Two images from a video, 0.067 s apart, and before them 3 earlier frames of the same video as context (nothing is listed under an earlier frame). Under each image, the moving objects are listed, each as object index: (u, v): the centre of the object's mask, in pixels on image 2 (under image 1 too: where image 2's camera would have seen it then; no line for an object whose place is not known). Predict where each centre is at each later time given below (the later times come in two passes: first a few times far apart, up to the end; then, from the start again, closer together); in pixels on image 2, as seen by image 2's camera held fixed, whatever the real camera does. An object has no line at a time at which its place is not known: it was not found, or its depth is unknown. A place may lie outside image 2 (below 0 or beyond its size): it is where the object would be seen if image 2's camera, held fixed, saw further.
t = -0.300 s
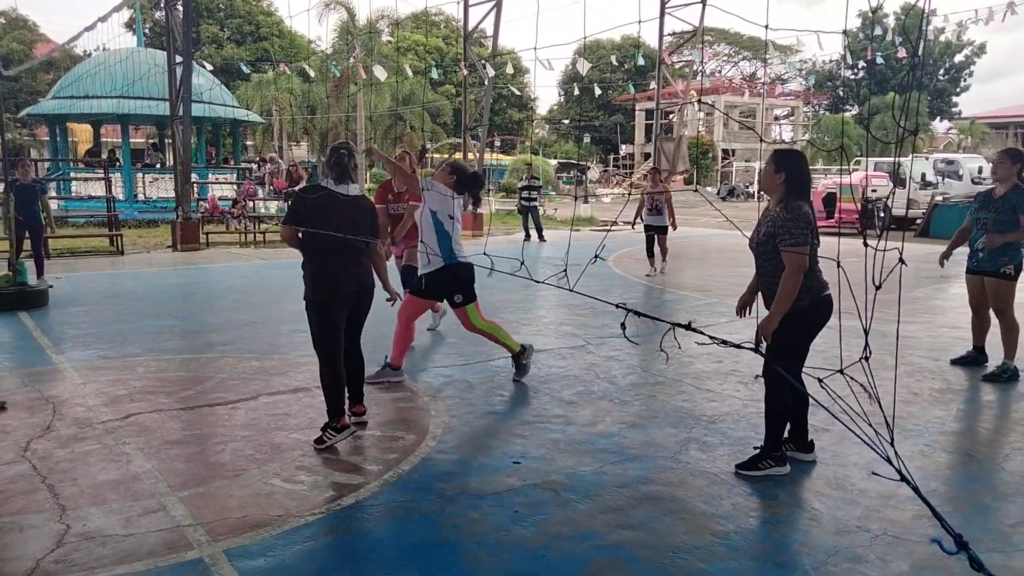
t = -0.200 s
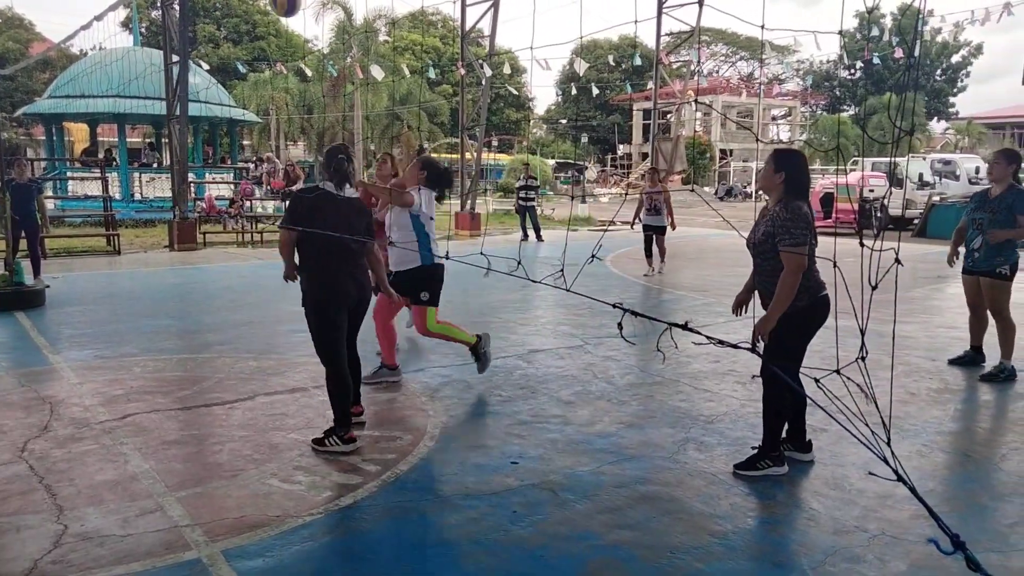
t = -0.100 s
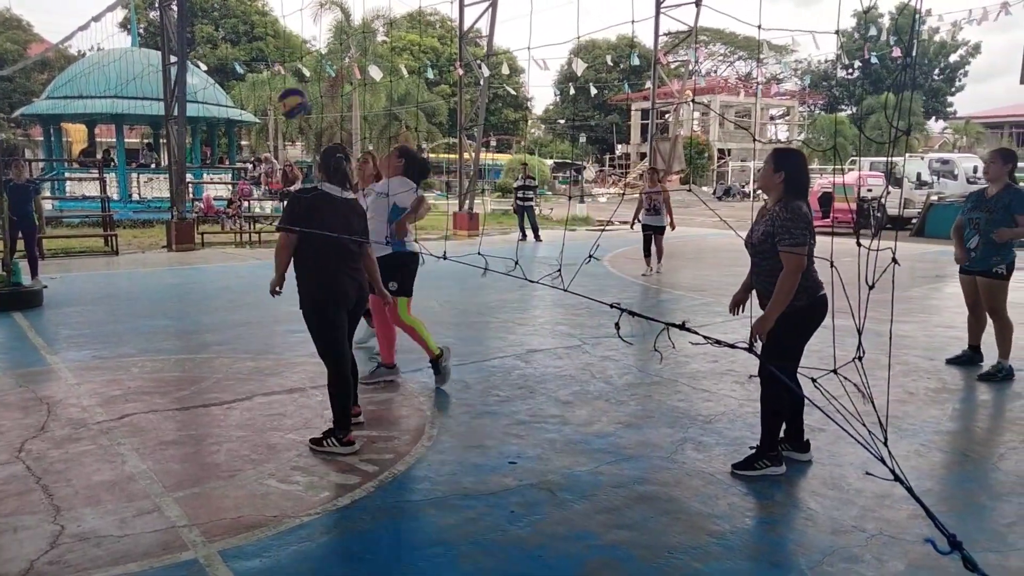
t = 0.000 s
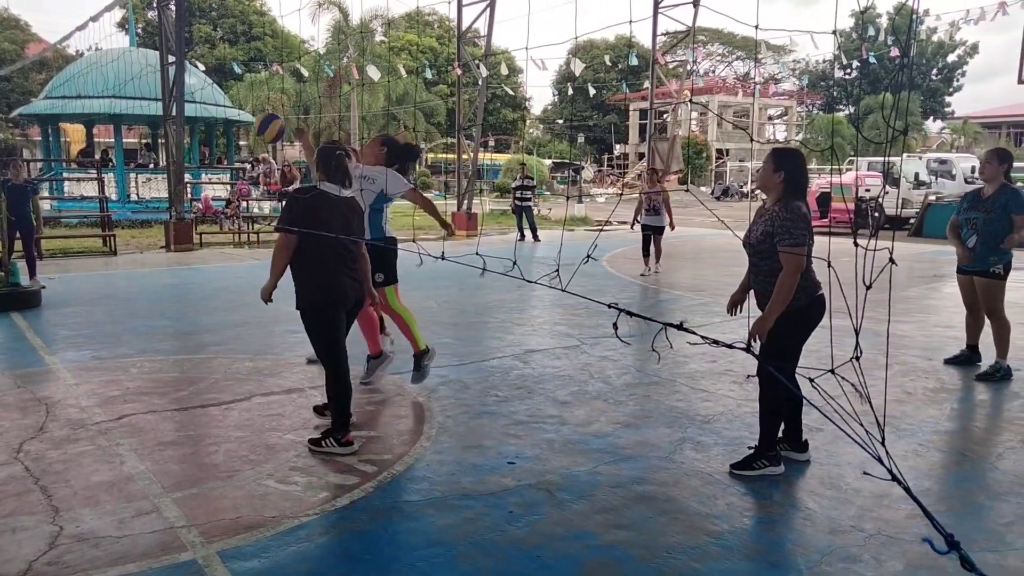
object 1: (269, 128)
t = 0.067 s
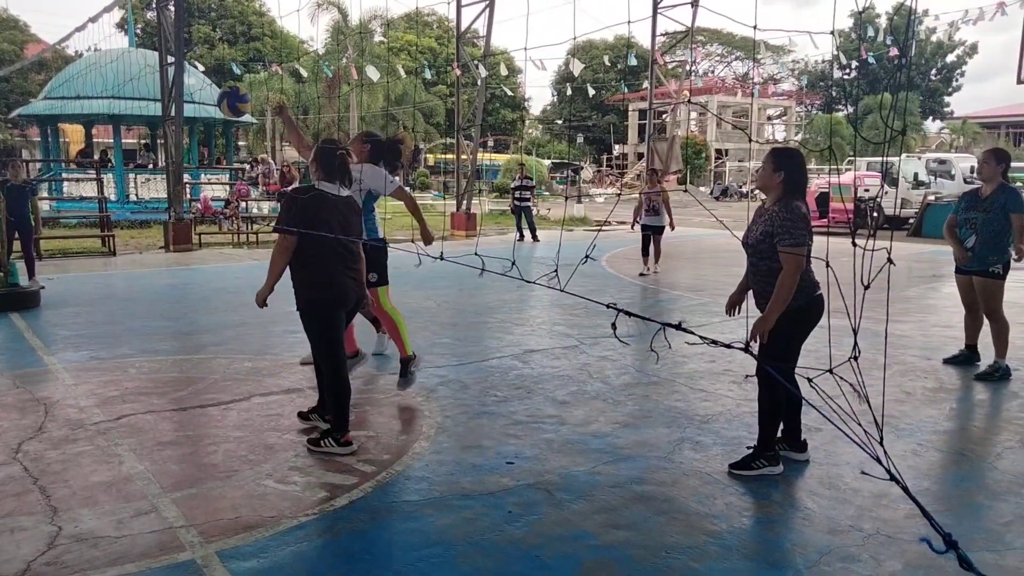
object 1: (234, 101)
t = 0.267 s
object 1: (122, 56)
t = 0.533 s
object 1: (18, 89)
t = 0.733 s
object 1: (25, 165)
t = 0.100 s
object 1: (217, 89)
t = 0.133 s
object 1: (198, 79)
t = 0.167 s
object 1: (179, 70)
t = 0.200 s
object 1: (161, 64)
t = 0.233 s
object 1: (141, 59)
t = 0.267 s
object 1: (122, 56)
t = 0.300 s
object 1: (102, 54)
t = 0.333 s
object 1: (82, 54)
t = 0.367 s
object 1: (61, 57)
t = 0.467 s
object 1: (23, 72)
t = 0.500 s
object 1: (20, 81)
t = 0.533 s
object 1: (18, 89)
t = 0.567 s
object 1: (17, 100)
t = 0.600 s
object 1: (17, 111)
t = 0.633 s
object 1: (19, 124)
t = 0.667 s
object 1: (20, 136)
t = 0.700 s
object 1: (22, 149)
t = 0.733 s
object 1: (25, 165)
